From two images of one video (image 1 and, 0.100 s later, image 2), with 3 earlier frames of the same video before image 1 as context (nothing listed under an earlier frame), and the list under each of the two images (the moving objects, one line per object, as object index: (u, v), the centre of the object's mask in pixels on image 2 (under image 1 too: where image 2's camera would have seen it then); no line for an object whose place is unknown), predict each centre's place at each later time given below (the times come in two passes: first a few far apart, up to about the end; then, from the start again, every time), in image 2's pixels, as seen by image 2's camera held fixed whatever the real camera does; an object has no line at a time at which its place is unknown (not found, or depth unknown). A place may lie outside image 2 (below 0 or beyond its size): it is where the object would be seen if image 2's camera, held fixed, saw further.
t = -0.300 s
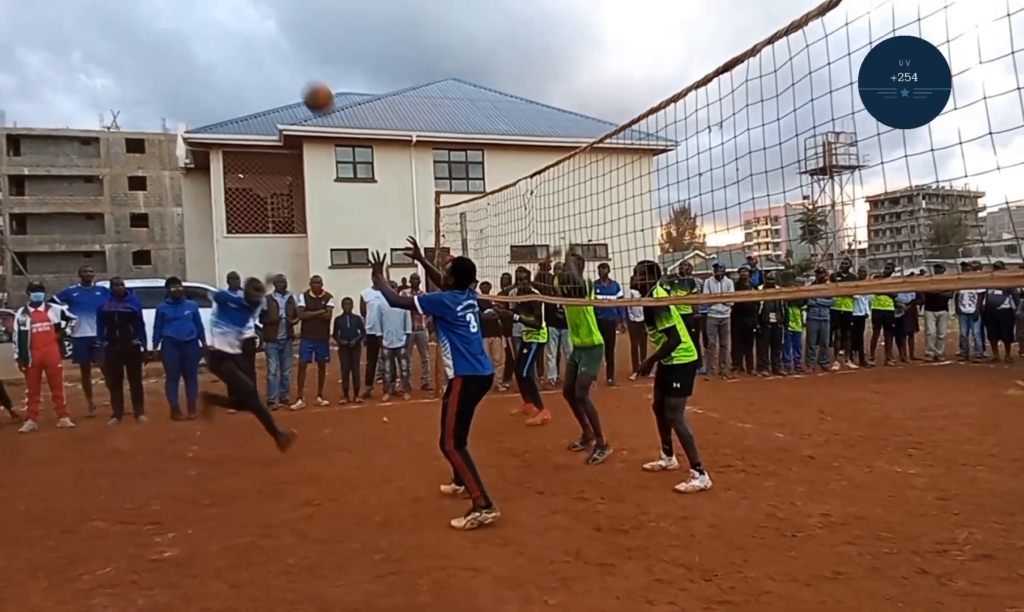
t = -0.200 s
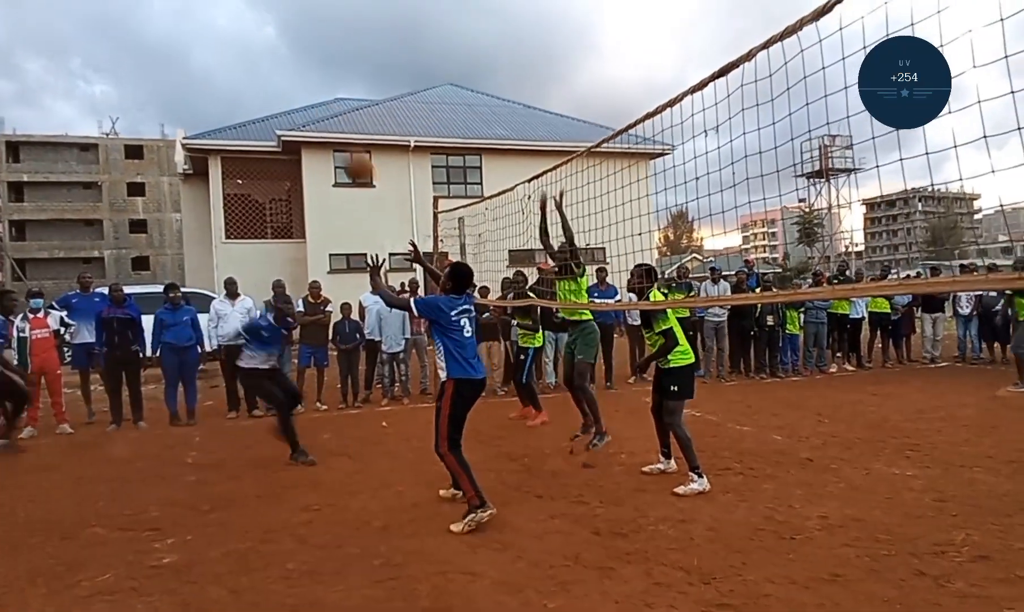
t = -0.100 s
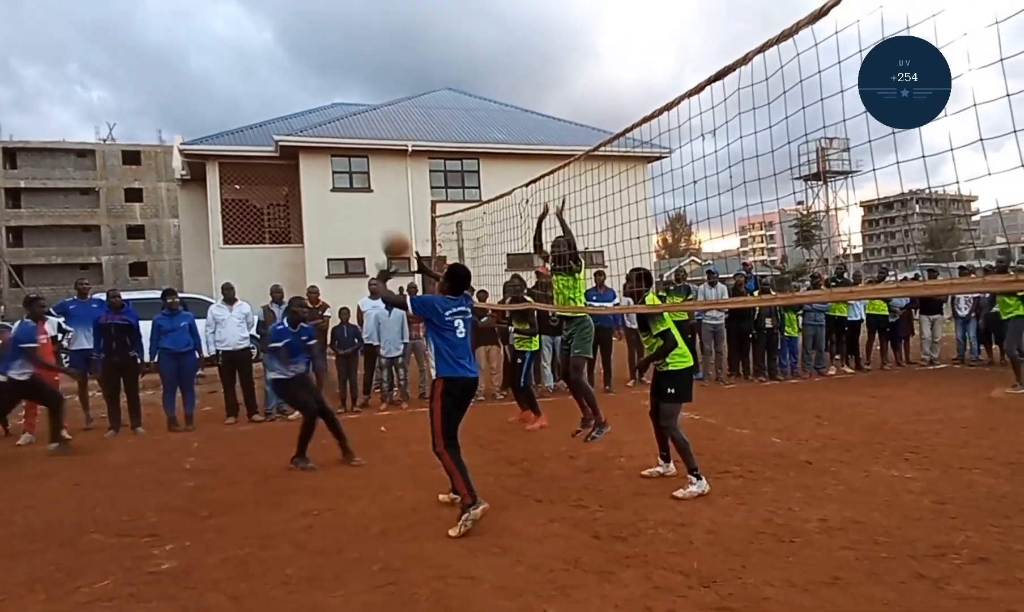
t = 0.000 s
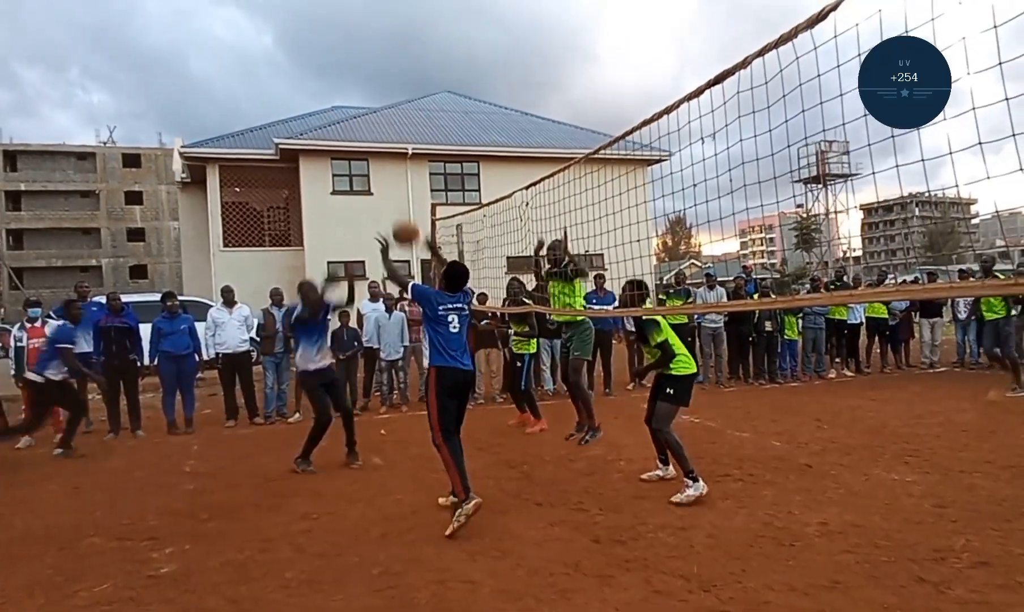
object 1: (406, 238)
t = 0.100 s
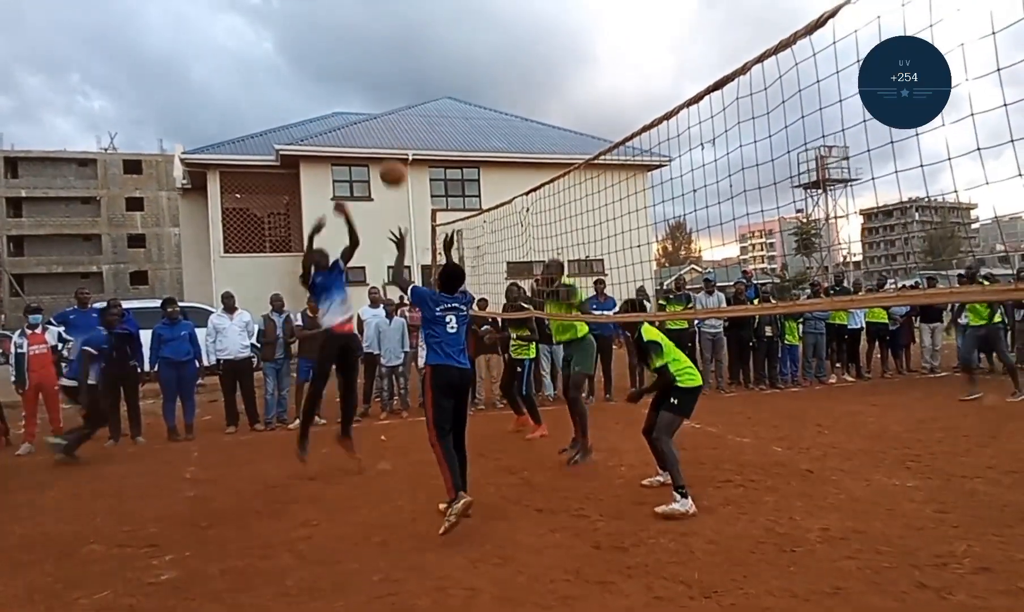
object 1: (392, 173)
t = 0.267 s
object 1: (374, 103)
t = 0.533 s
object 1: (352, 70)
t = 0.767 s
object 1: (340, 97)
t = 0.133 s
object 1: (389, 157)
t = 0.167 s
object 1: (385, 140)
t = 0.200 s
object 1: (381, 126)
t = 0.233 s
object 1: (377, 114)
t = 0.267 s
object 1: (374, 103)
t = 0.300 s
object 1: (371, 94)
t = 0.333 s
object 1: (367, 87)
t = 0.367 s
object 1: (365, 81)
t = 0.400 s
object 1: (362, 77)
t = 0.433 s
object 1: (359, 73)
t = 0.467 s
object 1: (357, 71)
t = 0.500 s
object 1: (354, 70)
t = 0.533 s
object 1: (352, 70)
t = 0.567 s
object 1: (350, 71)
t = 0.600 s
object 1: (348, 73)
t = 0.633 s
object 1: (346, 76)
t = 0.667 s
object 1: (344, 80)
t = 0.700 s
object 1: (343, 85)
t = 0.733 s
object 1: (341, 90)
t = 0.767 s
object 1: (340, 97)
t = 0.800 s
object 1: (338, 104)
